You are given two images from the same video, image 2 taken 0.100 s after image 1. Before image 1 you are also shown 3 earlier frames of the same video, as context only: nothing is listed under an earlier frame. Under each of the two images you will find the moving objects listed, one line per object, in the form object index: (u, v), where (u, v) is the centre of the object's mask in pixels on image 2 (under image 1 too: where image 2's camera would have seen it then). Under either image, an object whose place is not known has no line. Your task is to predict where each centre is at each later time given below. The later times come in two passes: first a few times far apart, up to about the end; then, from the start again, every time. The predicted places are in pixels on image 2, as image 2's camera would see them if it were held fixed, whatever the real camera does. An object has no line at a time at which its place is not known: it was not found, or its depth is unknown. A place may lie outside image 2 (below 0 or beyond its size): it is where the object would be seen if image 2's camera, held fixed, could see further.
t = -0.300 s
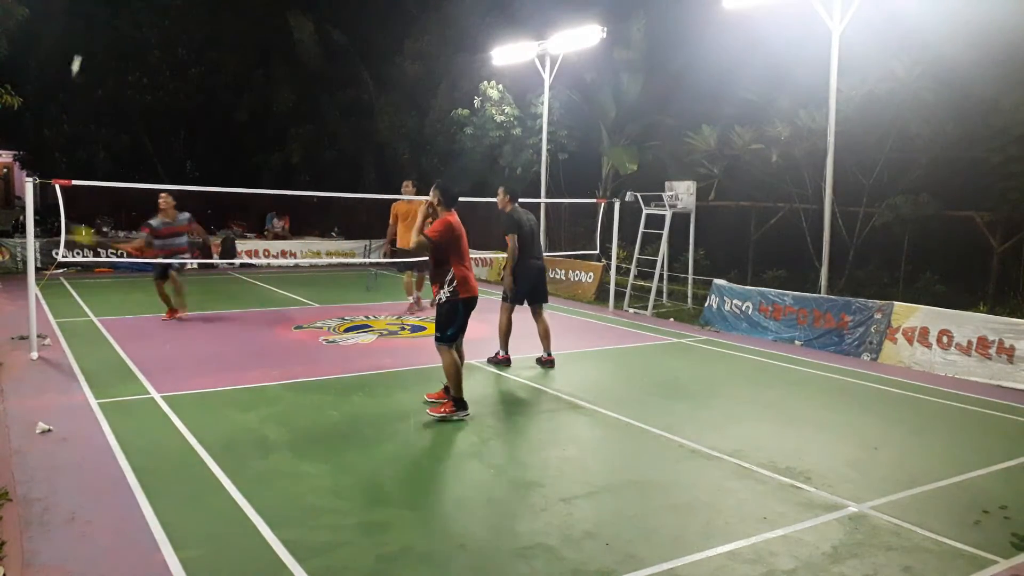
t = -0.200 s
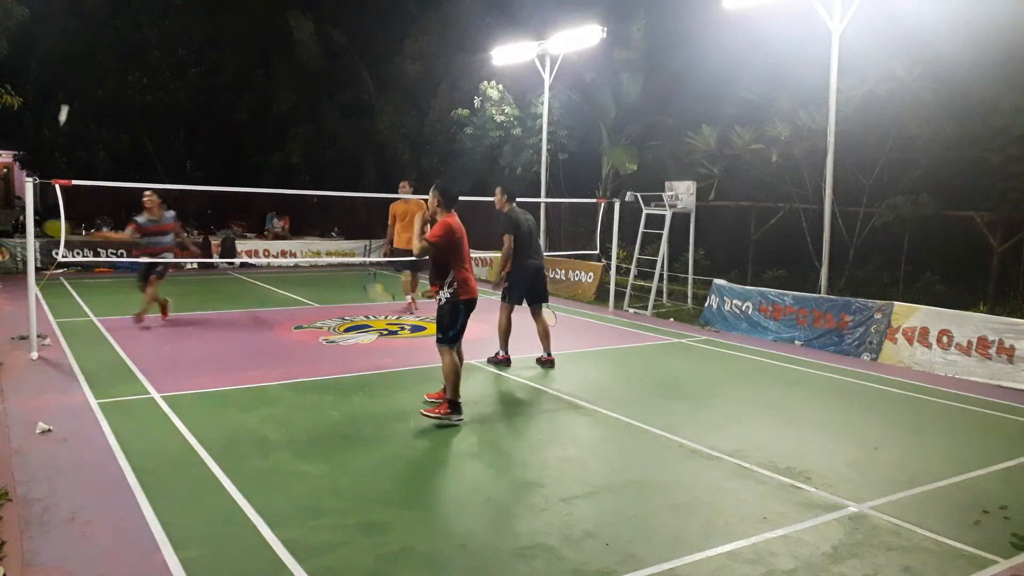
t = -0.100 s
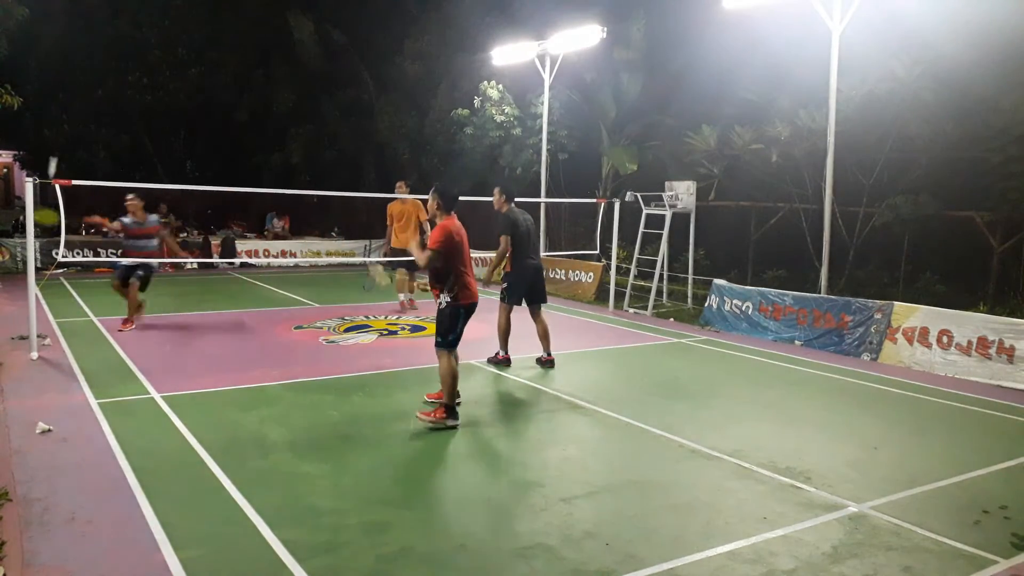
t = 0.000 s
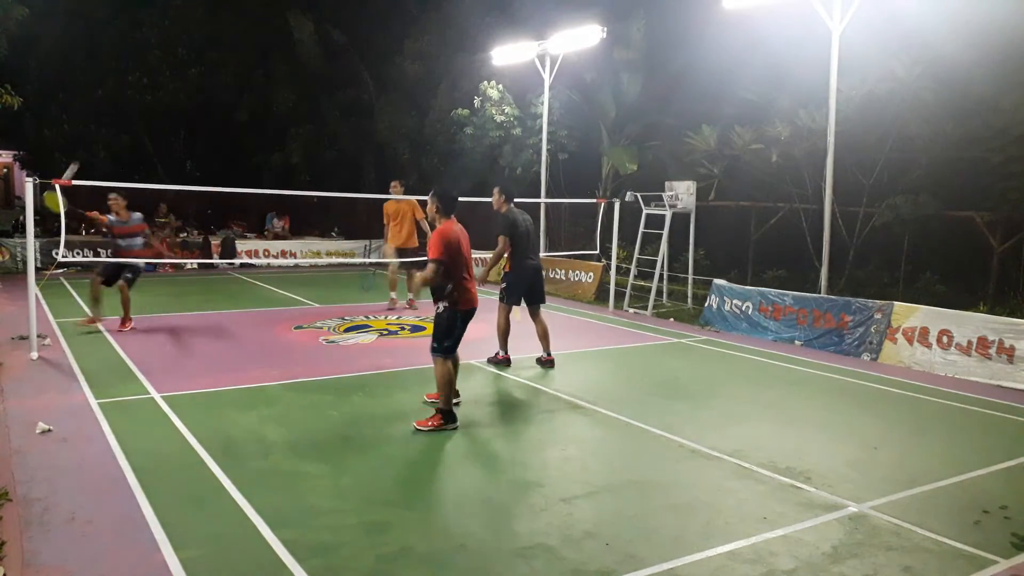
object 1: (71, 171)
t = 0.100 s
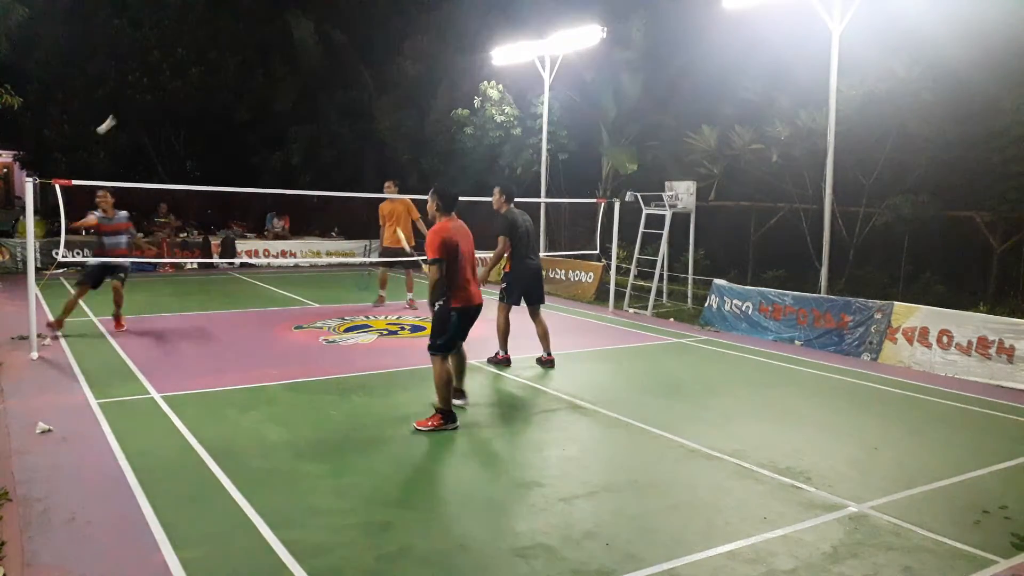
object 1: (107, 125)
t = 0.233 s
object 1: (142, 81)
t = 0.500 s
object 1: (207, 62)
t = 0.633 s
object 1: (237, 84)
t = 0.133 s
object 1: (119, 112)
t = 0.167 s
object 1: (128, 101)
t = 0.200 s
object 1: (135, 91)
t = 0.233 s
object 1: (142, 81)
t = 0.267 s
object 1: (149, 72)
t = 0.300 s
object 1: (158, 66)
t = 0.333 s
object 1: (166, 62)
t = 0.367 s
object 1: (174, 60)
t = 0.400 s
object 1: (183, 59)
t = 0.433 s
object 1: (191, 58)
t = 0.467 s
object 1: (199, 60)
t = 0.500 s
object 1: (207, 62)
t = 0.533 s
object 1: (215, 65)
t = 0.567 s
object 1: (222, 70)
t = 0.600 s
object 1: (230, 76)
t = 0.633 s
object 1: (237, 84)
